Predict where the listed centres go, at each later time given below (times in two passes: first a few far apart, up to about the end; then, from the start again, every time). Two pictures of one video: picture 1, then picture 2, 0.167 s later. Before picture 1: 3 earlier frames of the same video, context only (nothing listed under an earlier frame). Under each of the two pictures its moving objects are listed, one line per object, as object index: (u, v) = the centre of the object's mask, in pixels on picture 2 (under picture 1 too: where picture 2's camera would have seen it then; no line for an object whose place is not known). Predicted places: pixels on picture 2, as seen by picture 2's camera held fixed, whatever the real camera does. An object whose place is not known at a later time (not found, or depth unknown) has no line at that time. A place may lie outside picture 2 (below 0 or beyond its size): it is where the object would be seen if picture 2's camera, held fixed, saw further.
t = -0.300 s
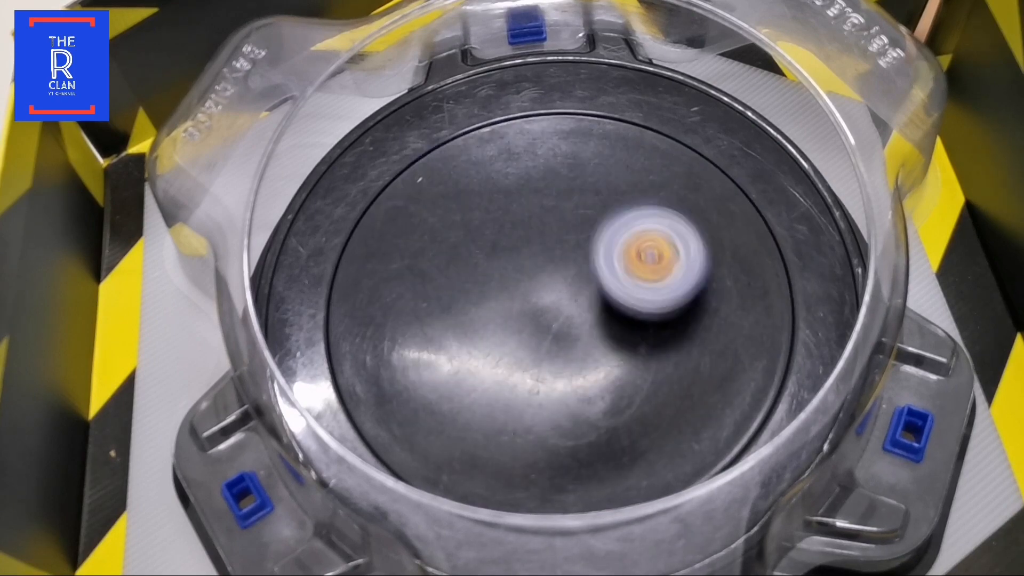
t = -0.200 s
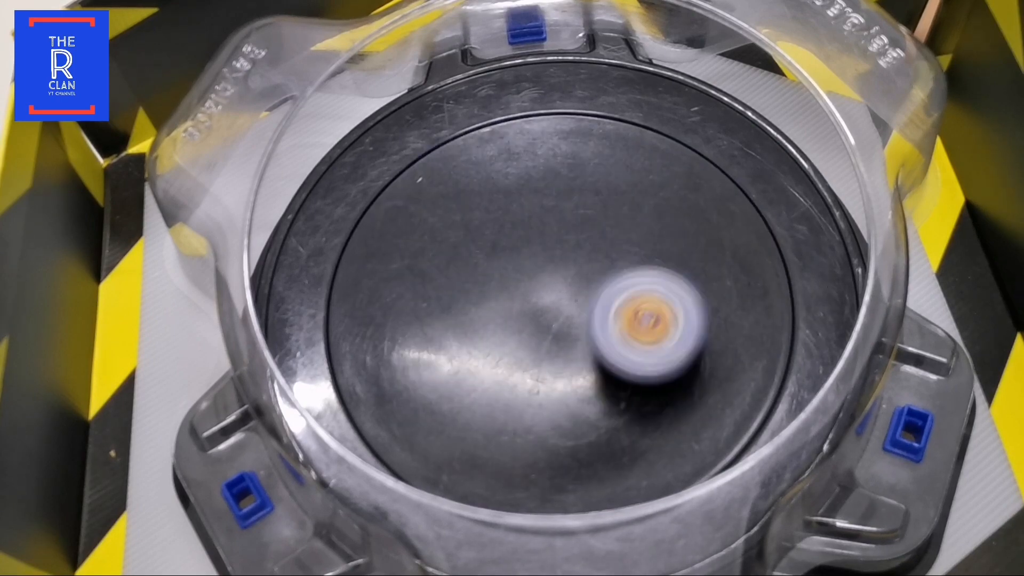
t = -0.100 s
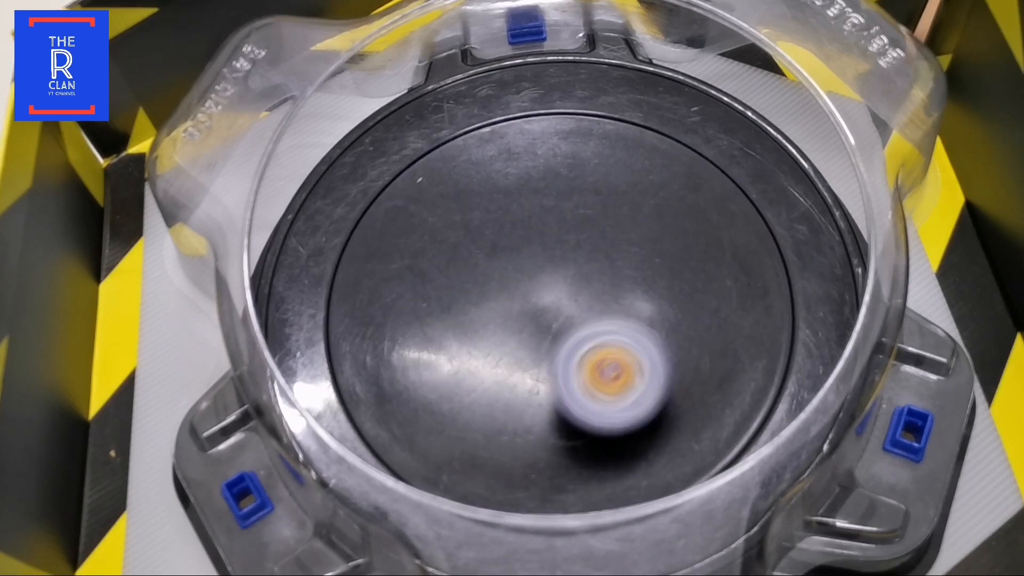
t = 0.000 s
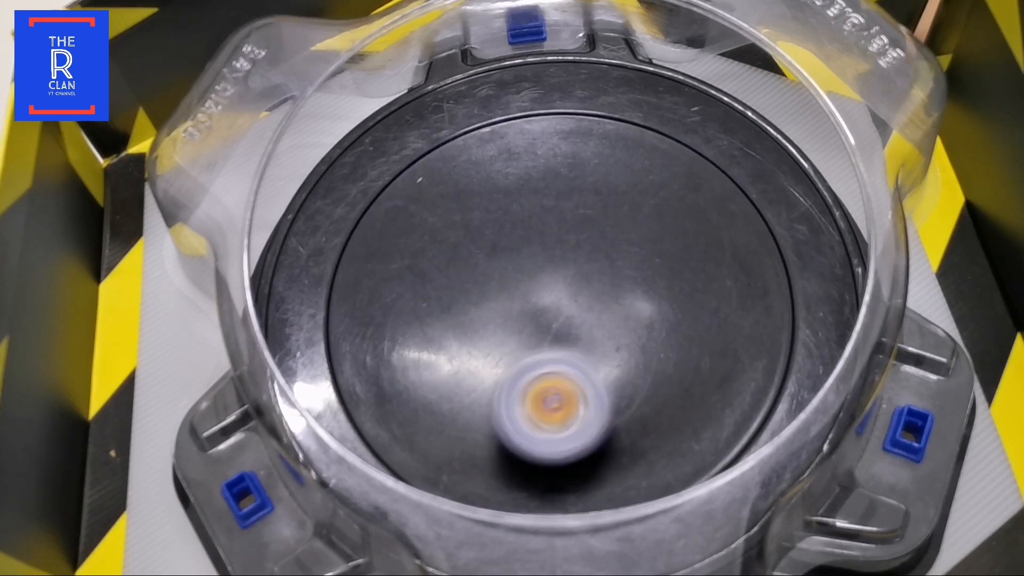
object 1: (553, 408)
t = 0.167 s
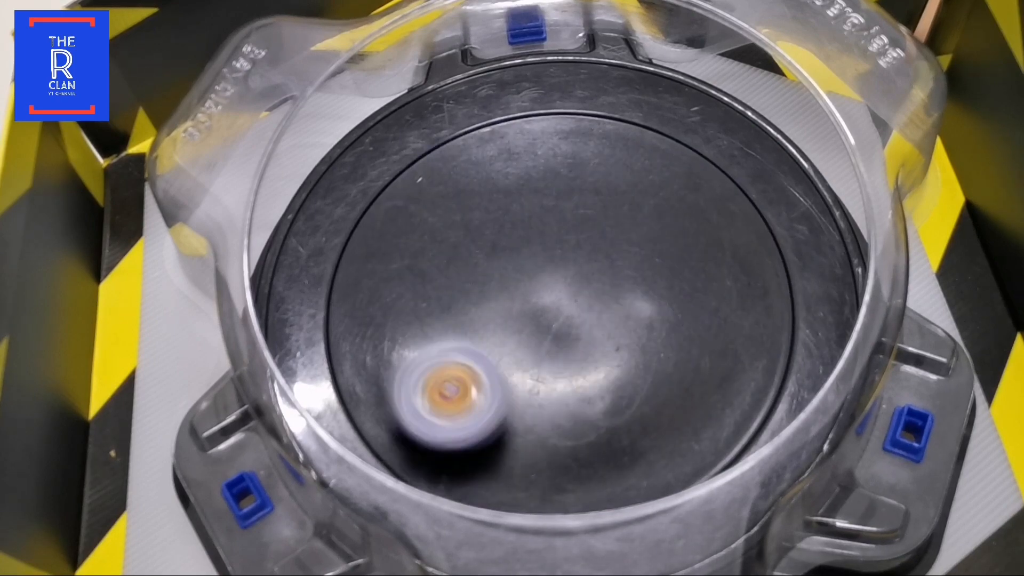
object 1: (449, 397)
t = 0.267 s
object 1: (410, 353)
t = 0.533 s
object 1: (492, 220)
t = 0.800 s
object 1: (659, 246)
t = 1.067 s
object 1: (662, 367)
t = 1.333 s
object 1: (493, 366)
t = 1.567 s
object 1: (472, 237)
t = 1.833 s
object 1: (594, 182)
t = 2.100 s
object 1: (669, 297)
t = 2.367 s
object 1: (517, 381)
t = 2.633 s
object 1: (413, 292)
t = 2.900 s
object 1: (518, 200)
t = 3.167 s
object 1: (652, 284)
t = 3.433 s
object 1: (601, 400)
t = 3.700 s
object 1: (462, 354)
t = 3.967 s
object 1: (508, 225)
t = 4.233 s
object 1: (639, 217)
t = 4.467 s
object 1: (667, 317)
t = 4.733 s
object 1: (515, 365)
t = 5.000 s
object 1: (439, 266)
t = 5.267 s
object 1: (537, 195)
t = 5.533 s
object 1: (636, 289)
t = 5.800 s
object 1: (569, 398)
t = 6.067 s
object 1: (444, 347)
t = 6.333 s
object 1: (502, 232)
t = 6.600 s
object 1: (634, 229)
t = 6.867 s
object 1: (658, 334)
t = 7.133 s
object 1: (517, 361)
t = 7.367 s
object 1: (450, 276)
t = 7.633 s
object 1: (525, 198)
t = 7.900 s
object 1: (629, 268)
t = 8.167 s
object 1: (584, 378)
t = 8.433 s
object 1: (461, 361)
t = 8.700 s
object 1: (478, 252)
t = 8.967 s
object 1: (600, 223)
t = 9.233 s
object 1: (662, 303)
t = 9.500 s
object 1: (555, 370)
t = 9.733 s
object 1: (464, 309)
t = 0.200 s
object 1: (432, 385)
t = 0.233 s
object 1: (418, 369)
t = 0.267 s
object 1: (410, 353)
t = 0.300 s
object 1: (404, 333)
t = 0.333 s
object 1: (405, 313)
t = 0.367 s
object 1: (409, 293)
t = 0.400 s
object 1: (420, 274)
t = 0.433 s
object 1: (433, 258)
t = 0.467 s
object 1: (450, 242)
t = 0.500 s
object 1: (470, 230)
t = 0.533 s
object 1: (492, 220)
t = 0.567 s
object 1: (516, 213)
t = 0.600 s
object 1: (540, 210)
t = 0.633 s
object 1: (563, 209)
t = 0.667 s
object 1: (585, 213)
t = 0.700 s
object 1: (606, 218)
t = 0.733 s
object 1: (626, 226)
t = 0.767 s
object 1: (644, 237)
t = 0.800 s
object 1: (659, 246)
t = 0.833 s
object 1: (672, 261)
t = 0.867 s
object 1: (679, 274)
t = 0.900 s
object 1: (685, 288)
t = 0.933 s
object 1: (685, 303)
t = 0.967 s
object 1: (684, 318)
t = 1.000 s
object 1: (680, 335)
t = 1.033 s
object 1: (672, 351)
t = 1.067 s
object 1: (662, 367)
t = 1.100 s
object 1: (645, 381)
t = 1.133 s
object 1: (625, 392)
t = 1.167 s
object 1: (602, 400)
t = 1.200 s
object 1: (578, 403)
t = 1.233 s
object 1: (552, 402)
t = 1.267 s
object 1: (530, 394)
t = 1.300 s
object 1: (509, 382)
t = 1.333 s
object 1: (493, 366)
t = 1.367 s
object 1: (477, 347)
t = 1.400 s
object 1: (466, 330)
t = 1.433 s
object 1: (458, 308)
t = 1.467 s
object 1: (457, 291)
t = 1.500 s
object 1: (459, 270)
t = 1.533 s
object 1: (463, 254)
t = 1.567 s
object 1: (472, 237)
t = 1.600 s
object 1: (481, 223)
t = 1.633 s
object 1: (495, 211)
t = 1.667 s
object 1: (508, 199)
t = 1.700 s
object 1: (524, 191)
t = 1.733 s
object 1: (540, 184)
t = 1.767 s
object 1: (558, 181)
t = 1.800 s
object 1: (577, 179)
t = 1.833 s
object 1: (594, 182)
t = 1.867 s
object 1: (613, 187)
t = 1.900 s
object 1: (629, 195)
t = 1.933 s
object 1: (646, 207)
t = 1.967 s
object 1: (658, 221)
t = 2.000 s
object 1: (669, 240)
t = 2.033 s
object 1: (674, 258)
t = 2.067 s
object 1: (674, 279)
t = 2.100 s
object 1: (669, 297)
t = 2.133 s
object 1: (657, 317)
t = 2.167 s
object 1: (645, 333)
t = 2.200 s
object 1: (627, 348)
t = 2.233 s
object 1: (607, 363)
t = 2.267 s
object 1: (586, 372)
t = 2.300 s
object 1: (563, 380)
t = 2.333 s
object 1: (540, 382)
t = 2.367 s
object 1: (517, 381)
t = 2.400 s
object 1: (497, 378)
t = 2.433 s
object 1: (476, 371)
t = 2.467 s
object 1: (457, 362)
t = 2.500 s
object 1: (440, 353)
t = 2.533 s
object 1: (428, 339)
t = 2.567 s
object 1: (418, 325)
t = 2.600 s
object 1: (414, 310)
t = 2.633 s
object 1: (413, 292)
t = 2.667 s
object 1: (414, 276)
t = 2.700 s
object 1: (420, 261)
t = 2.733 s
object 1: (430, 244)
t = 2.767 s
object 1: (441, 231)
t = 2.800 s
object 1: (457, 220)
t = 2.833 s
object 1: (477, 210)
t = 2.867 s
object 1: (496, 202)
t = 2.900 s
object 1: (518, 200)
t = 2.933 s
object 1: (541, 201)
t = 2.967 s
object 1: (562, 206)
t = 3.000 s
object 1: (582, 214)
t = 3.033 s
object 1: (602, 225)
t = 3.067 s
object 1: (617, 237)
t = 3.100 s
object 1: (631, 253)
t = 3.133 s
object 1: (644, 269)
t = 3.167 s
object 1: (652, 284)
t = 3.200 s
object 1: (656, 302)
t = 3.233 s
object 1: (658, 319)
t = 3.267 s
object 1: (655, 334)
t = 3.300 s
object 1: (650, 351)
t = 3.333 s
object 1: (642, 366)
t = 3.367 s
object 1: (630, 380)
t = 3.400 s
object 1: (617, 391)
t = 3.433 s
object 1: (601, 400)
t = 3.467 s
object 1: (584, 406)
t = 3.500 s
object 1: (564, 410)
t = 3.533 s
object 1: (544, 410)
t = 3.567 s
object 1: (524, 407)
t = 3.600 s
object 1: (504, 398)
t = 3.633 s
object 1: (487, 385)
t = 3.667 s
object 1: (472, 370)
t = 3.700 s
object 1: (462, 354)
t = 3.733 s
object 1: (455, 336)
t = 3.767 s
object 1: (453, 317)
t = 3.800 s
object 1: (456, 298)
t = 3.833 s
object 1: (461, 280)
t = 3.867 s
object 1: (468, 265)
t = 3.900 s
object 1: (480, 251)
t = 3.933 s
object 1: (494, 238)
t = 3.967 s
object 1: (508, 225)
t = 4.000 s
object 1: (523, 217)
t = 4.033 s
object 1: (539, 211)
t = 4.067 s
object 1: (557, 206)
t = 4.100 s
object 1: (575, 204)
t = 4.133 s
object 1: (591, 203)
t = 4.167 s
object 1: (607, 205)
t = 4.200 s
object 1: (623, 210)
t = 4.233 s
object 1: (639, 217)
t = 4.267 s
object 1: (653, 226)
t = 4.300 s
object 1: (666, 237)
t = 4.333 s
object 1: (674, 250)
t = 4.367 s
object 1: (679, 268)
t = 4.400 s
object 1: (680, 284)
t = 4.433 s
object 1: (676, 301)
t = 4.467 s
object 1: (667, 317)
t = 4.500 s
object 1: (654, 334)
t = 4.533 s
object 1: (639, 348)
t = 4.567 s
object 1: (620, 359)
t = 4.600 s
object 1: (599, 369)
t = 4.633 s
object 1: (578, 374)
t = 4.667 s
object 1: (555, 375)
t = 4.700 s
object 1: (535, 371)
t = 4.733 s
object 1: (515, 365)
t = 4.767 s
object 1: (497, 357)
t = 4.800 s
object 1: (480, 347)
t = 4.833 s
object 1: (465, 337)
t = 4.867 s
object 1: (451, 325)
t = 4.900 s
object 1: (443, 311)
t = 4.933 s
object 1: (439, 296)
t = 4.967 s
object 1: (438, 281)
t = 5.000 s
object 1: (439, 266)
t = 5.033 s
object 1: (443, 252)
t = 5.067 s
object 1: (450, 239)
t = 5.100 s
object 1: (458, 227)
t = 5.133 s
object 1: (469, 216)
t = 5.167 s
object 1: (483, 207)
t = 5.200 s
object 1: (500, 200)
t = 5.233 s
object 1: (518, 196)
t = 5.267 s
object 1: (537, 195)
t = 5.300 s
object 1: (556, 198)
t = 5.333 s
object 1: (574, 205)
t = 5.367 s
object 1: (589, 214)
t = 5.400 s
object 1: (603, 226)
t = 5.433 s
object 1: (616, 240)
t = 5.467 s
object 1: (625, 255)
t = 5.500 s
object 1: (632, 272)
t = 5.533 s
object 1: (636, 289)
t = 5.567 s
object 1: (637, 305)
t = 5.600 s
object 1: (634, 322)
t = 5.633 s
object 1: (629, 338)
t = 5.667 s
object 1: (621, 353)
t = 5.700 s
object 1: (610, 369)
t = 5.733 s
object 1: (598, 381)
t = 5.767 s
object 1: (584, 391)
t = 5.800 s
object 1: (569, 398)
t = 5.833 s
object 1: (550, 402)
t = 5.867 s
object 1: (533, 404)
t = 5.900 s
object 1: (514, 401)
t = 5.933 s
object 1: (497, 396)
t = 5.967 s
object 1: (480, 388)
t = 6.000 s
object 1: (465, 376)
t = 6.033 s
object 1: (452, 363)
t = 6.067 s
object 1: (444, 347)
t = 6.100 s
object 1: (440, 331)
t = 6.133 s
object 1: (440, 314)
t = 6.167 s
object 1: (443, 298)
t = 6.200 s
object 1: (451, 282)
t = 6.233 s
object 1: (461, 267)
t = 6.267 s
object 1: (473, 254)
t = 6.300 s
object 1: (487, 243)
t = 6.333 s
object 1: (502, 232)
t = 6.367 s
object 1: (518, 224)
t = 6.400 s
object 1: (535, 218)
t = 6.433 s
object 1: (552, 215)
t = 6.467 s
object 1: (569, 214)
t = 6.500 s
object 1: (586, 215)
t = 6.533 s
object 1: (603, 217)
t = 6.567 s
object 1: (619, 222)
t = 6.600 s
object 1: (634, 229)
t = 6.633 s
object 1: (648, 237)
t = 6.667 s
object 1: (660, 248)
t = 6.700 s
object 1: (670, 260)
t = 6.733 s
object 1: (675, 273)
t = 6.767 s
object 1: (676, 288)
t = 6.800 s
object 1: (673, 303)
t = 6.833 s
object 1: (667, 318)
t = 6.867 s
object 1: (658, 334)
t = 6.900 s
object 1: (646, 347)
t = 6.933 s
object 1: (630, 359)
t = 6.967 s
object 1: (611, 368)
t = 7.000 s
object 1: (592, 374)
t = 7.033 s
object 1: (571, 376)
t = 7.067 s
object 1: (551, 375)
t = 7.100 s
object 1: (533, 368)
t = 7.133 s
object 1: (517, 361)
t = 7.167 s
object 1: (501, 352)
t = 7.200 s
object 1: (486, 342)
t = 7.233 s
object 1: (474, 330)
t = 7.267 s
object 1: (462, 318)
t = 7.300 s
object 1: (454, 304)
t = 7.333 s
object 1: (451, 290)
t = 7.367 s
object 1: (450, 276)
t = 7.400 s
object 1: (452, 262)
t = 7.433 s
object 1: (457, 249)
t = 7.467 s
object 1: (465, 237)
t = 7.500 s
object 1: (473, 227)
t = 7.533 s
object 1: (483, 217)
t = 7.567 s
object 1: (496, 209)
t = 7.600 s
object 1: (510, 202)
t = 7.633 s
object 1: (525, 198)
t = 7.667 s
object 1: (542, 197)
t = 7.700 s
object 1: (559, 200)
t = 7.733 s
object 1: (575, 207)
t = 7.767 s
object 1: (590, 215)
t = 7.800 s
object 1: (603, 226)
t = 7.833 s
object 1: (614, 239)
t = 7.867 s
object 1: (623, 253)
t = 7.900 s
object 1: (629, 268)
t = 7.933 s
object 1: (632, 283)
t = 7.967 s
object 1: (631, 298)
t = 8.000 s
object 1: (628, 313)
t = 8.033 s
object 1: (623, 329)
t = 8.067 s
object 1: (616, 343)
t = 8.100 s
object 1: (607, 357)
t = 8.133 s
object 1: (596, 368)
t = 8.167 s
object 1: (584, 378)
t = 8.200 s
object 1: (568, 385)
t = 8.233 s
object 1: (552, 390)
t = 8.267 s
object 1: (536, 392)
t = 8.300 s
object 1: (520, 391)
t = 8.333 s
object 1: (504, 387)
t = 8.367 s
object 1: (488, 381)
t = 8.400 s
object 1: (472, 371)
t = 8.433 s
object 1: (461, 361)
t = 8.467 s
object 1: (451, 350)
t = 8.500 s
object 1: (444, 336)
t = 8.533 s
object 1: (442, 320)
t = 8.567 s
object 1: (444, 303)
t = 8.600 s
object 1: (451, 289)
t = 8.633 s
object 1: (458, 277)
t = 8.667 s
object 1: (467, 264)
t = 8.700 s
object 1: (478, 252)
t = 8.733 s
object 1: (493, 241)
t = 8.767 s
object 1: (508, 232)
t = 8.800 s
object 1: (522, 227)
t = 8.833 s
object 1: (537, 223)
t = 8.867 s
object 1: (551, 220)
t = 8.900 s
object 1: (567, 219)
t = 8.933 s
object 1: (584, 220)
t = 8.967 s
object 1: (600, 223)
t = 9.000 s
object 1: (614, 229)
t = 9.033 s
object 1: (626, 235)
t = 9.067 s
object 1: (640, 243)
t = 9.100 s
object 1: (651, 252)
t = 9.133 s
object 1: (660, 264)
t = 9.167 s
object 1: (665, 276)
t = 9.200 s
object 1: (666, 289)
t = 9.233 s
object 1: (662, 303)
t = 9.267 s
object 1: (656, 317)
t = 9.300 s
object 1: (650, 330)
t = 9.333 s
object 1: (639, 343)
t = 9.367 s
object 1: (624, 355)
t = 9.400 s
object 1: (607, 364)
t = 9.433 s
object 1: (591, 368)
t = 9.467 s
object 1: (572, 370)
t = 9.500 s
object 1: (555, 370)
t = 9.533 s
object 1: (538, 366)
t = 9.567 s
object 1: (524, 359)
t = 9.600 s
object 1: (509, 350)
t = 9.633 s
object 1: (496, 343)
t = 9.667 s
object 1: (482, 334)
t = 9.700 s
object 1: (471, 321)
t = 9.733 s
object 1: (464, 309)
